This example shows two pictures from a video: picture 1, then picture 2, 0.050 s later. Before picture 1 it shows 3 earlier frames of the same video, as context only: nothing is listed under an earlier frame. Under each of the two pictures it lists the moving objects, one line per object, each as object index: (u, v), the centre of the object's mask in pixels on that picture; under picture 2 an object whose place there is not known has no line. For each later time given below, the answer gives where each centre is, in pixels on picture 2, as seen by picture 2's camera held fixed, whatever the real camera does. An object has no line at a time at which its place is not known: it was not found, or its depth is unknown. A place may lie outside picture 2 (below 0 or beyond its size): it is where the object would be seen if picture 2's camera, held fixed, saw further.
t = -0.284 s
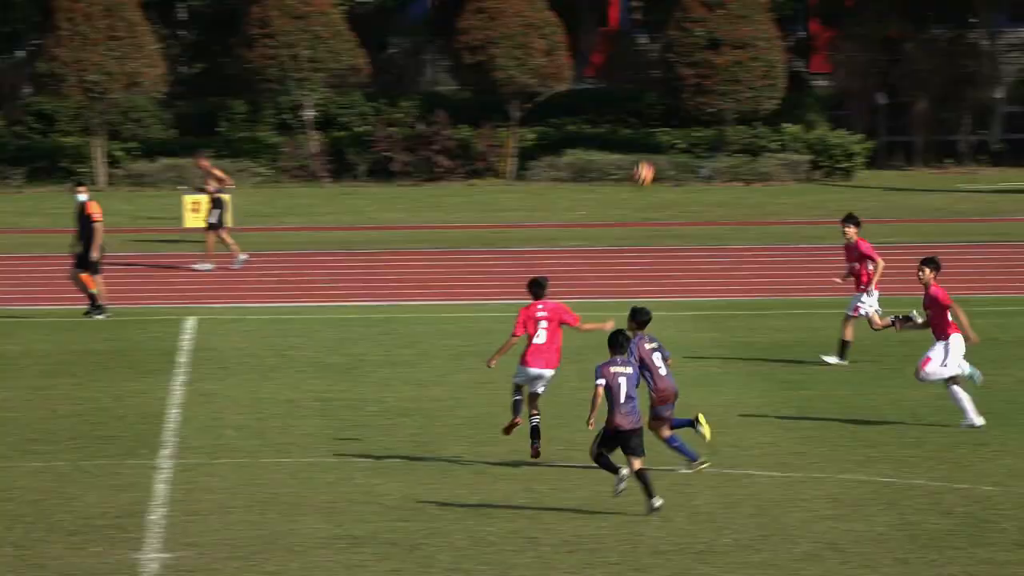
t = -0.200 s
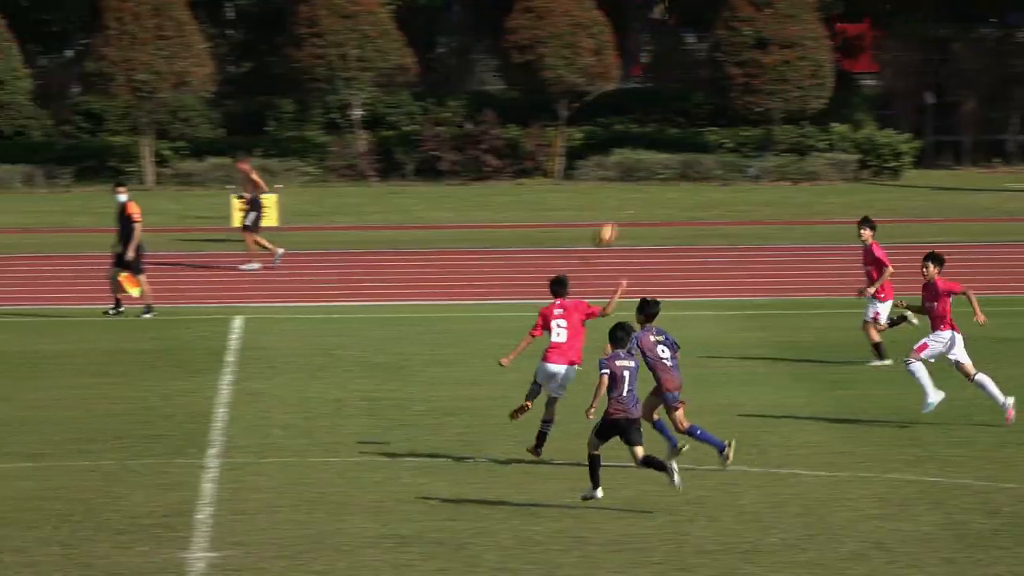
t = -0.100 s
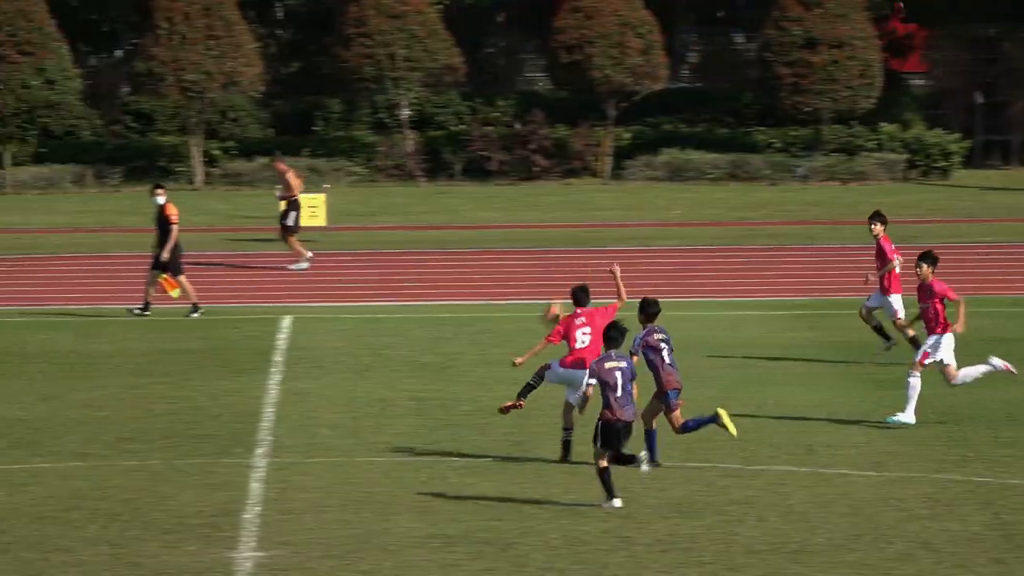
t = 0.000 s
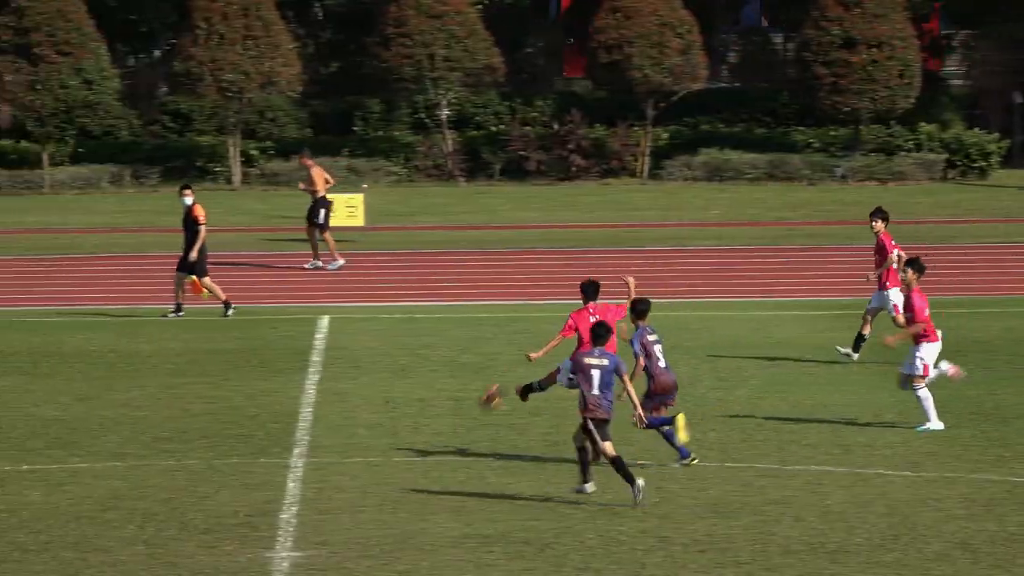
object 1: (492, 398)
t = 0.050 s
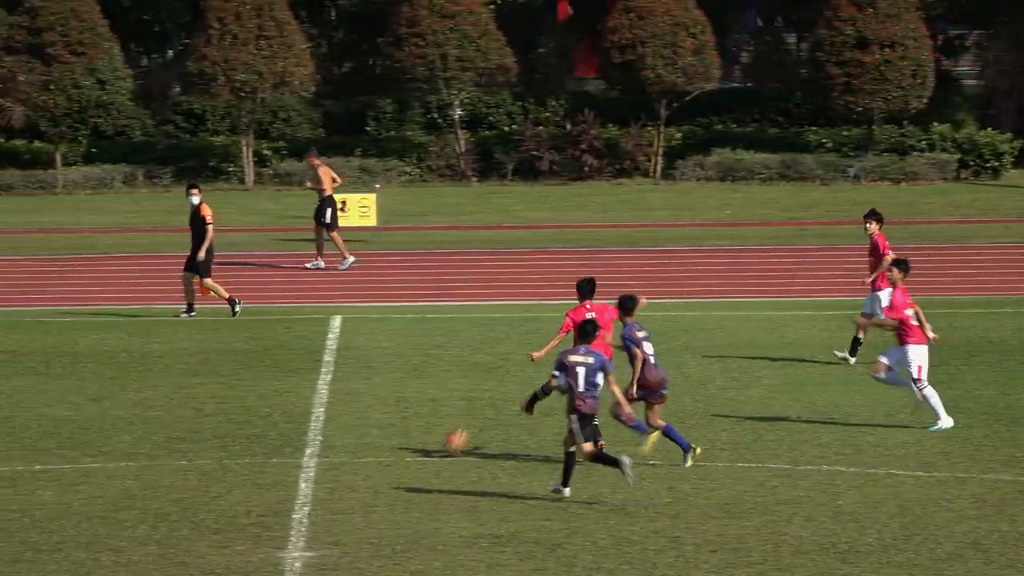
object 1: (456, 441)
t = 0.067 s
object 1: (444, 446)
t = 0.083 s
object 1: (438, 437)
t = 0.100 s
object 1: (432, 427)
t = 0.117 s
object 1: (427, 416)
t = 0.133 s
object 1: (421, 406)
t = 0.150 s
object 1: (415, 397)
